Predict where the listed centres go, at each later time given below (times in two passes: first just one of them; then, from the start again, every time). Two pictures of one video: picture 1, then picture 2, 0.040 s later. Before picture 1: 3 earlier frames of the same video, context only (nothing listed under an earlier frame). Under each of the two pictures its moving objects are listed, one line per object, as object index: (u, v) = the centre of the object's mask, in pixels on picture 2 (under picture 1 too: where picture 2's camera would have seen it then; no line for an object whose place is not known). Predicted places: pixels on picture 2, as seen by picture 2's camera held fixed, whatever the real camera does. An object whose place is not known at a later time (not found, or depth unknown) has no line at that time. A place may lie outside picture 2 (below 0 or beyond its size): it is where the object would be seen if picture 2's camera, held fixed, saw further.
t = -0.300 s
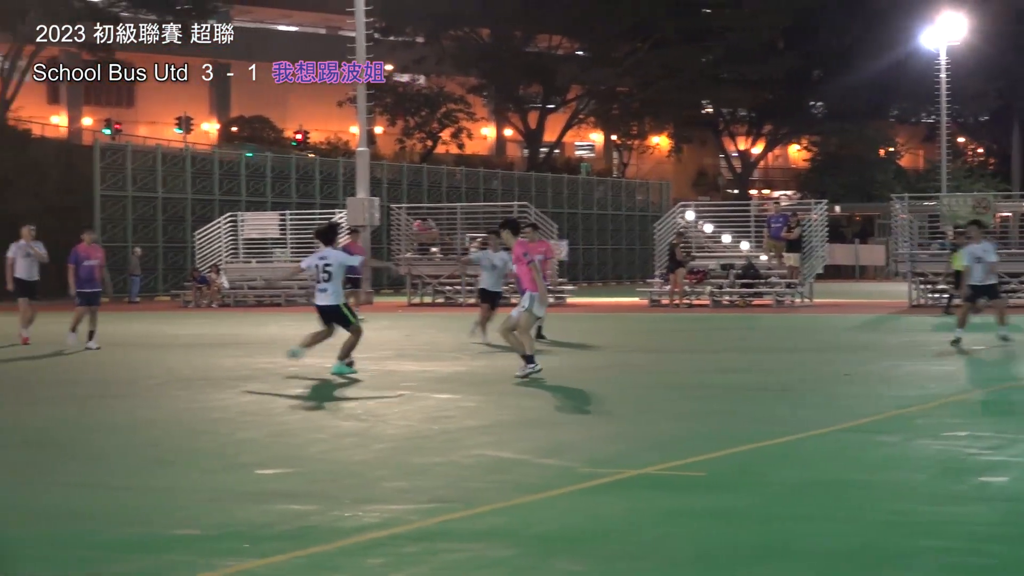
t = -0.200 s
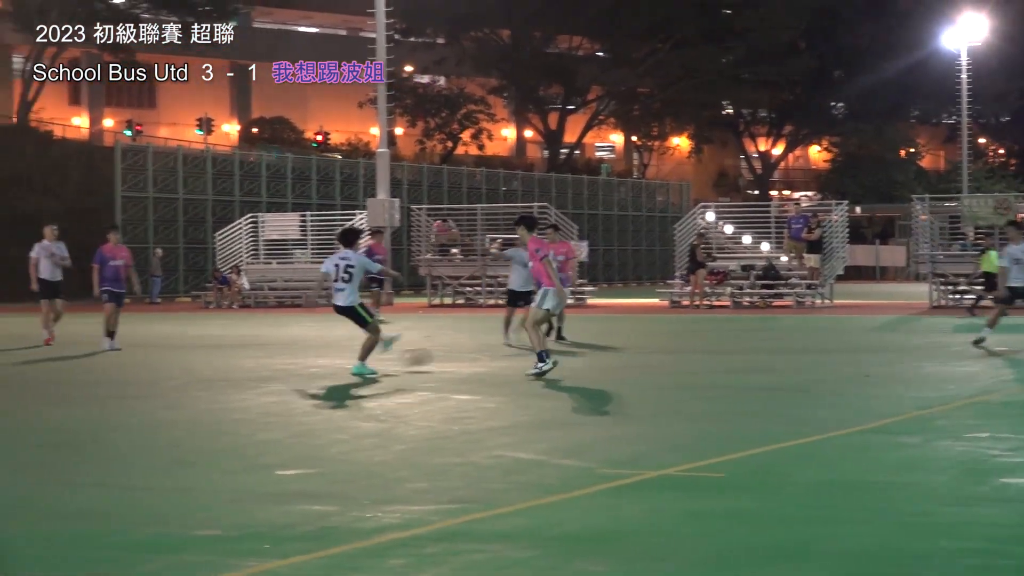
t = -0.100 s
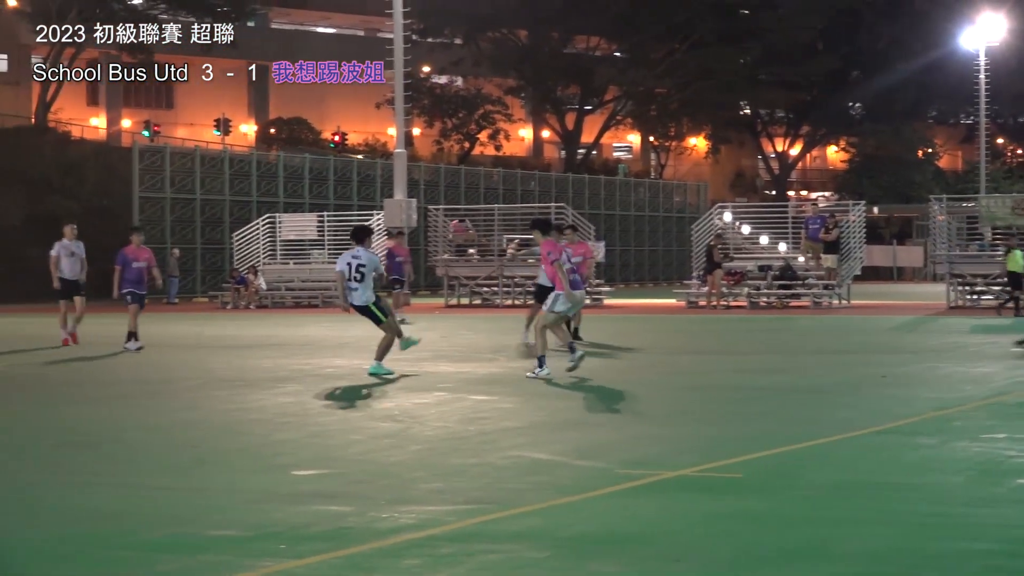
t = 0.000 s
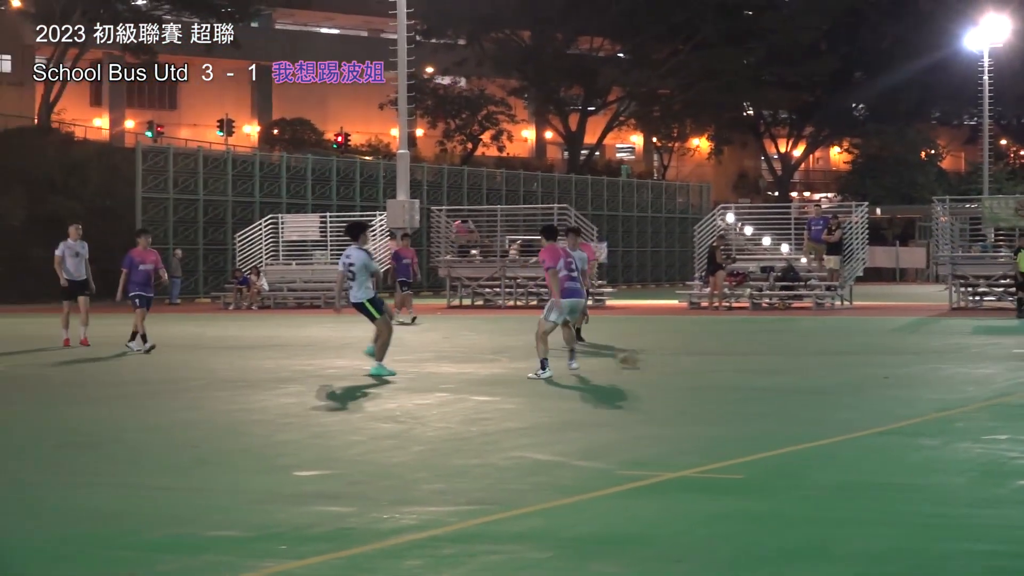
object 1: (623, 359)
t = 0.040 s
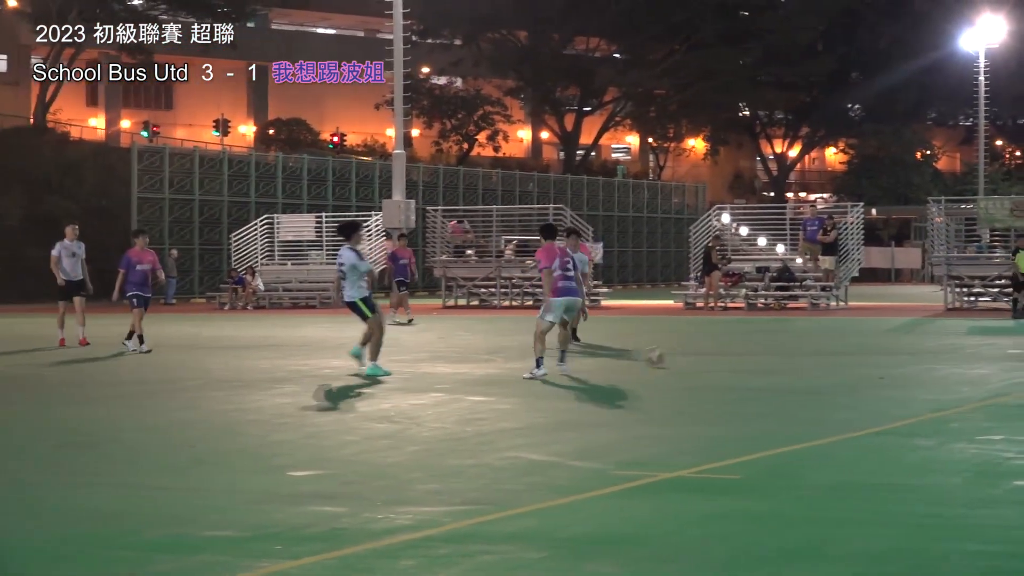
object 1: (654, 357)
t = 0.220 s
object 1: (784, 352)
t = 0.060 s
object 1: (668, 354)
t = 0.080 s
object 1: (683, 352)
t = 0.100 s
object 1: (699, 350)
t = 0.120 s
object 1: (713, 349)
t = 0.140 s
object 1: (726, 349)
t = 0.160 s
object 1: (741, 349)
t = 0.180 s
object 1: (755, 349)
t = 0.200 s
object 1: (769, 350)
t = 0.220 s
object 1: (784, 352)
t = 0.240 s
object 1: (798, 353)
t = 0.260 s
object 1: (810, 355)
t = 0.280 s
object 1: (825, 354)
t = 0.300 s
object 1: (839, 352)
